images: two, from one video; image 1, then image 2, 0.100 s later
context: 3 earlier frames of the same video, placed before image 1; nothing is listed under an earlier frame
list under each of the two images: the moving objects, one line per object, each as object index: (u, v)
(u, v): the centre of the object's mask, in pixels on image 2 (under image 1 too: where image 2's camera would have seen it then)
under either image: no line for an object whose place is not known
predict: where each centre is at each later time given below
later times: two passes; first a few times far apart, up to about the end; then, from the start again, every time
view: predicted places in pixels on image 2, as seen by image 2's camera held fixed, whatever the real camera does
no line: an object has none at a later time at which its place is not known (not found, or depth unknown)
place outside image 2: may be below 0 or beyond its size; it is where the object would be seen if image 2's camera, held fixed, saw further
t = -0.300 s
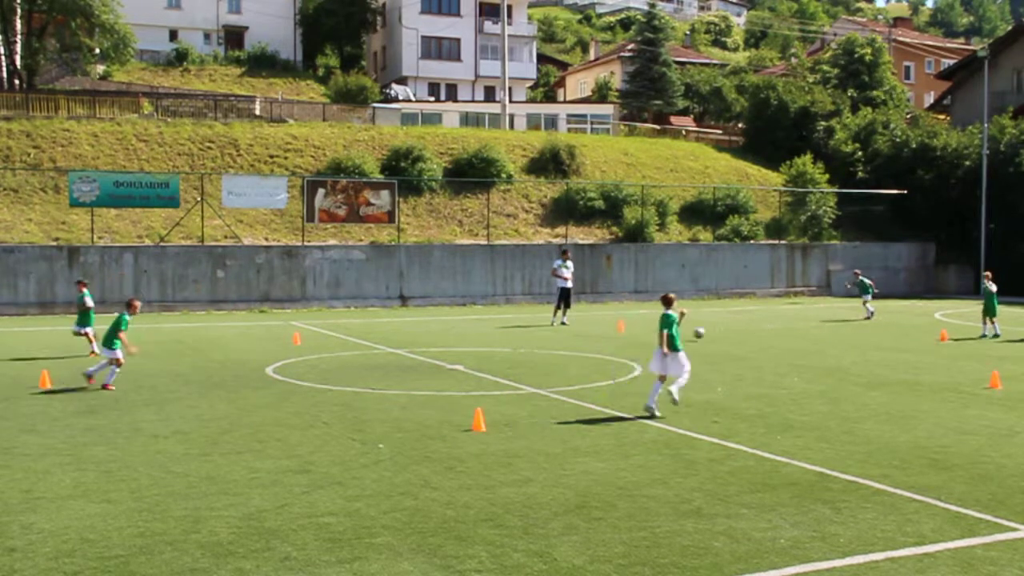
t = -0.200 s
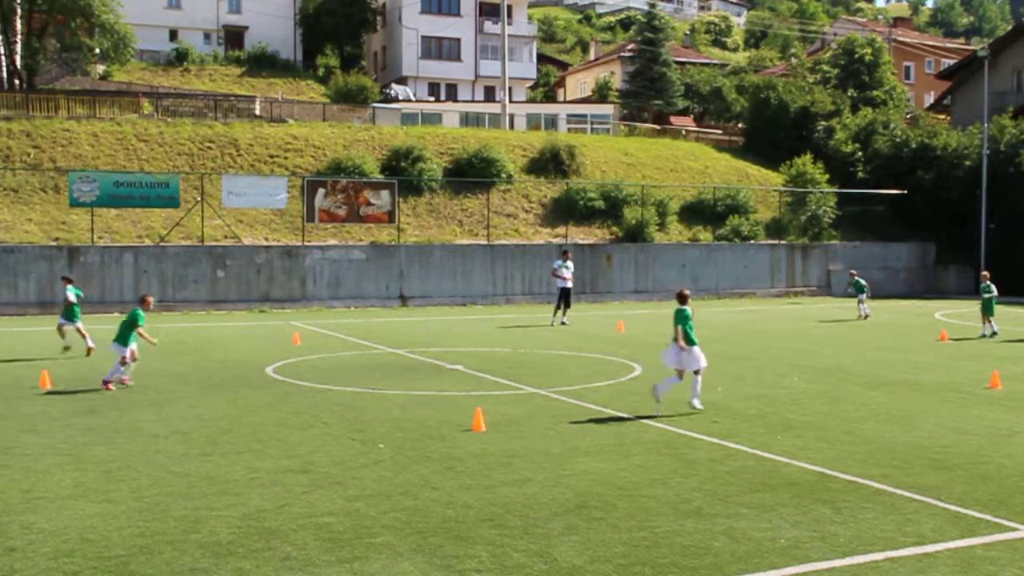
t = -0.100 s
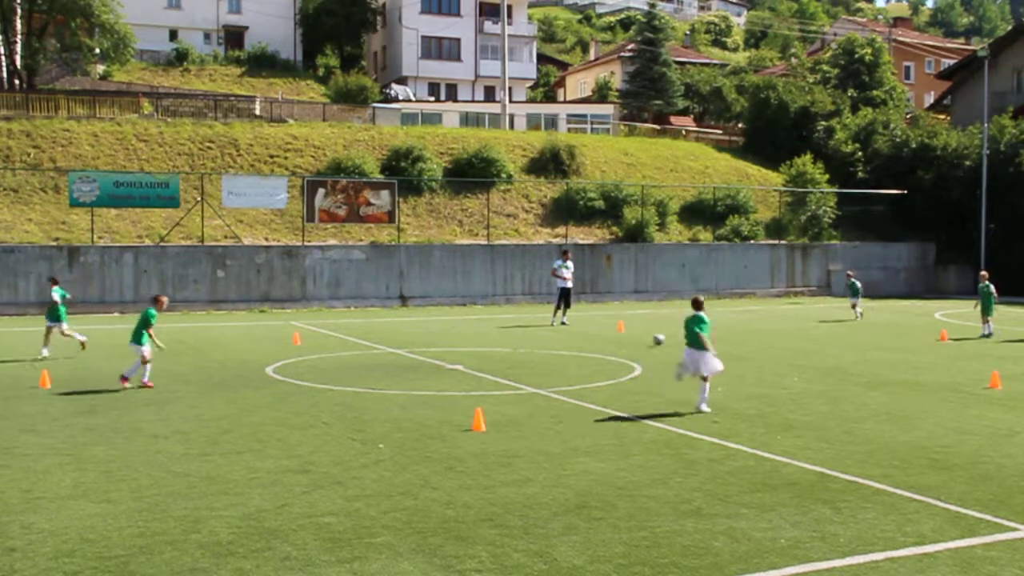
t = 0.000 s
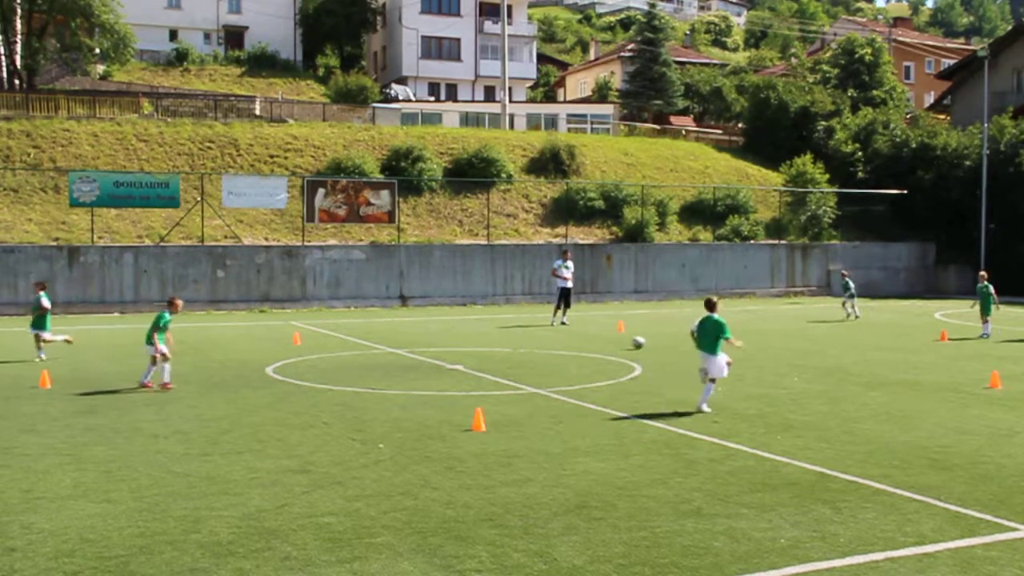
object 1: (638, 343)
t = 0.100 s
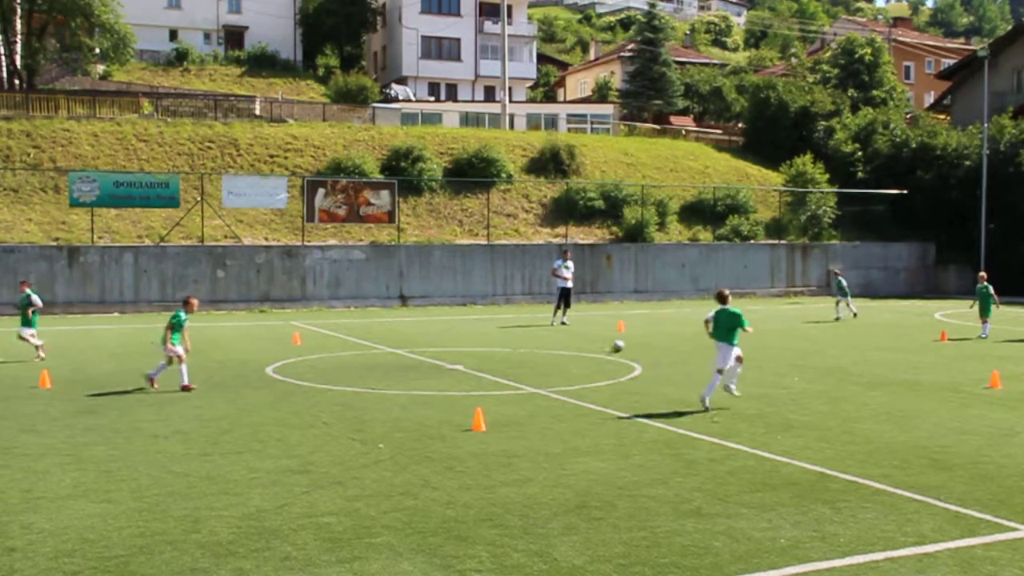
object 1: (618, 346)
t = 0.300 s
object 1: (575, 350)
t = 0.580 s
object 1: (508, 361)
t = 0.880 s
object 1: (429, 372)
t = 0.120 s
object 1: (614, 346)
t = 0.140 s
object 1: (609, 346)
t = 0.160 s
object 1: (605, 346)
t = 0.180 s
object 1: (601, 347)
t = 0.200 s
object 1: (596, 349)
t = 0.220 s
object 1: (592, 350)
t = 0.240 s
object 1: (588, 349)
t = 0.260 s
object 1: (583, 349)
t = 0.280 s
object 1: (579, 349)
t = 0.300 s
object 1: (575, 350)
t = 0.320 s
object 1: (569, 351)
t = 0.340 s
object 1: (565, 352)
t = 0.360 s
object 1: (561, 352)
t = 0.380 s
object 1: (556, 354)
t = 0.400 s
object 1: (551, 355)
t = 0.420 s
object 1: (547, 355)
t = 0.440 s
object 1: (542, 355)
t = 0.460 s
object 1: (538, 354)
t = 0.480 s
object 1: (533, 355)
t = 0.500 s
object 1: (528, 356)
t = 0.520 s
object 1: (523, 357)
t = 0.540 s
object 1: (519, 358)
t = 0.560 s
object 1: (513, 360)
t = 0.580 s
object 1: (508, 361)
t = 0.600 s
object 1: (504, 362)
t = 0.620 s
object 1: (499, 362)
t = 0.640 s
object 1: (494, 363)
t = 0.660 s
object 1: (488, 364)
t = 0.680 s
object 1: (483, 365)
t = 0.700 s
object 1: (478, 366)
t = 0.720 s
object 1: (473, 367)
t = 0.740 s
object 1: (468, 367)
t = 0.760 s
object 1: (463, 366)
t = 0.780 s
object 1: (457, 366)
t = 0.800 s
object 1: (452, 367)
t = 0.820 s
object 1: (446, 367)
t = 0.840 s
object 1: (441, 369)
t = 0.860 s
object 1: (435, 370)
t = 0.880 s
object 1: (429, 372)
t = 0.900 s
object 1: (424, 373)
